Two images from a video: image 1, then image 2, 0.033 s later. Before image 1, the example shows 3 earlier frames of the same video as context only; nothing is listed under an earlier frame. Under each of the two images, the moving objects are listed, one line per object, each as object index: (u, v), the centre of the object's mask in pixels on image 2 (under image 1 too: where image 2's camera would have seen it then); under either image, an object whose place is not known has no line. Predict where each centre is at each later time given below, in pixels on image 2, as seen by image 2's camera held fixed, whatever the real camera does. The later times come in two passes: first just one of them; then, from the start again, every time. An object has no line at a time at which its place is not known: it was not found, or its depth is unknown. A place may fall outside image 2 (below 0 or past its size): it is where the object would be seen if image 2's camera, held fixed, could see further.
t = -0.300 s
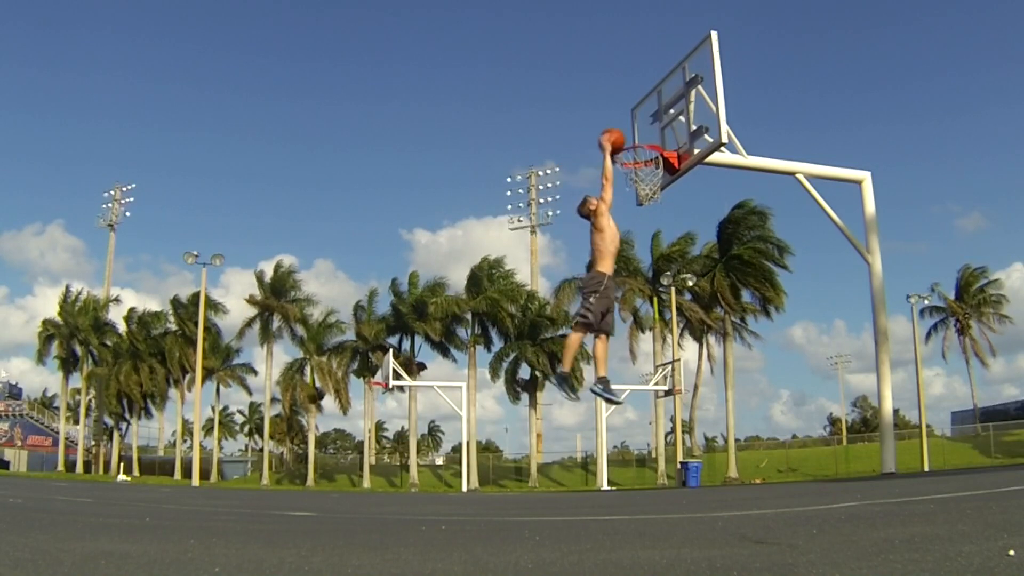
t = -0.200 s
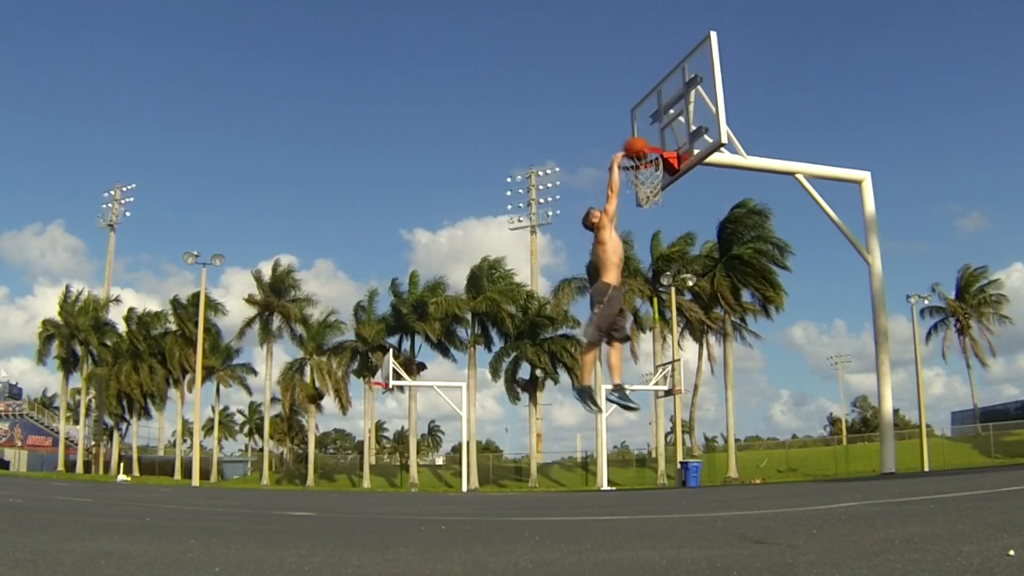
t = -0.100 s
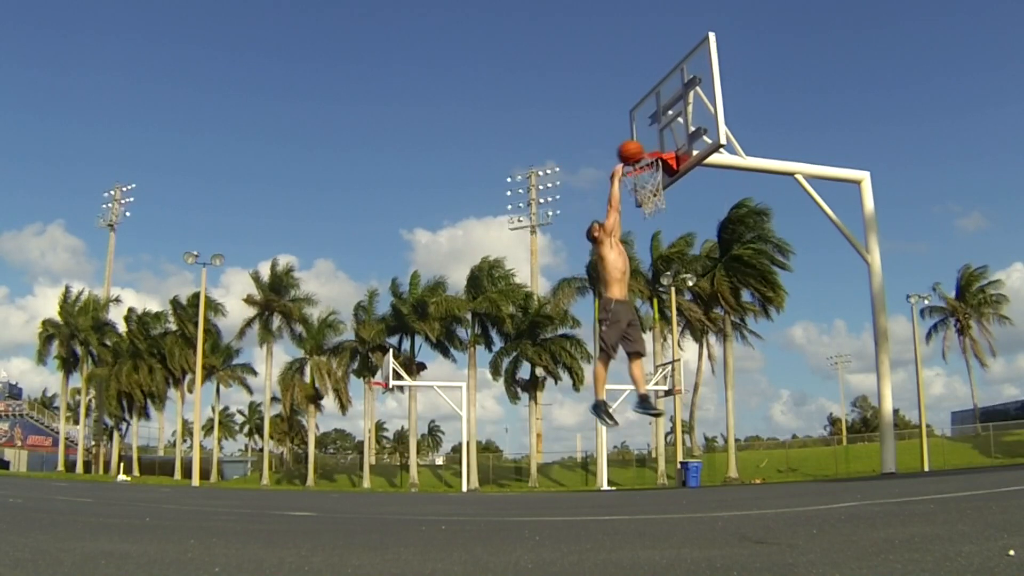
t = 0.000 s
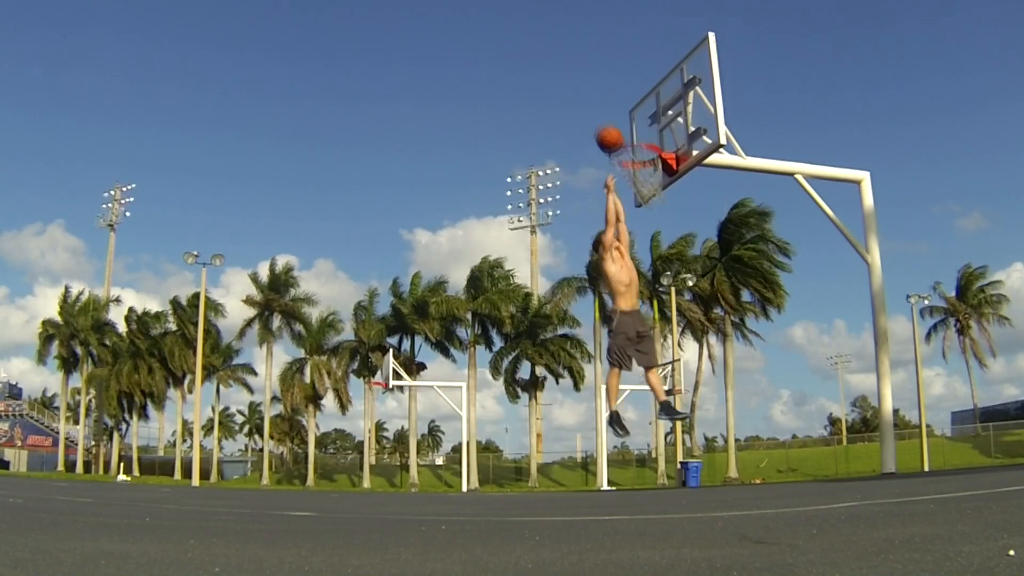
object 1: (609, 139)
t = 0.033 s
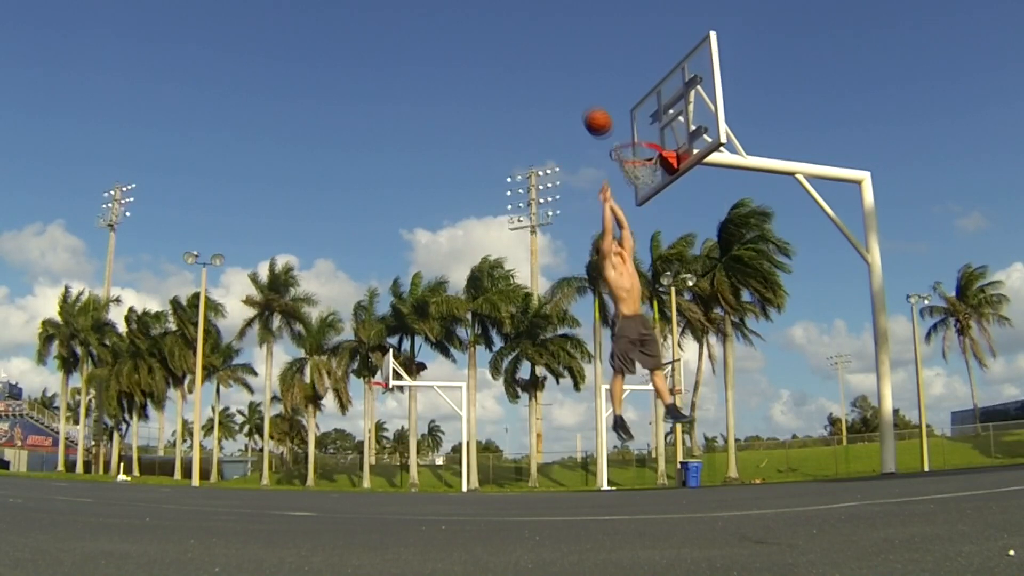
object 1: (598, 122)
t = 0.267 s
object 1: (510, 28)
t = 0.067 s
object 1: (586, 105)
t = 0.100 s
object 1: (573, 90)
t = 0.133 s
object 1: (561, 75)
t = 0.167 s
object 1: (549, 62)
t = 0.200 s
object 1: (536, 50)
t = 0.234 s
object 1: (523, 38)
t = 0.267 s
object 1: (510, 28)
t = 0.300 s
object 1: (497, 19)
